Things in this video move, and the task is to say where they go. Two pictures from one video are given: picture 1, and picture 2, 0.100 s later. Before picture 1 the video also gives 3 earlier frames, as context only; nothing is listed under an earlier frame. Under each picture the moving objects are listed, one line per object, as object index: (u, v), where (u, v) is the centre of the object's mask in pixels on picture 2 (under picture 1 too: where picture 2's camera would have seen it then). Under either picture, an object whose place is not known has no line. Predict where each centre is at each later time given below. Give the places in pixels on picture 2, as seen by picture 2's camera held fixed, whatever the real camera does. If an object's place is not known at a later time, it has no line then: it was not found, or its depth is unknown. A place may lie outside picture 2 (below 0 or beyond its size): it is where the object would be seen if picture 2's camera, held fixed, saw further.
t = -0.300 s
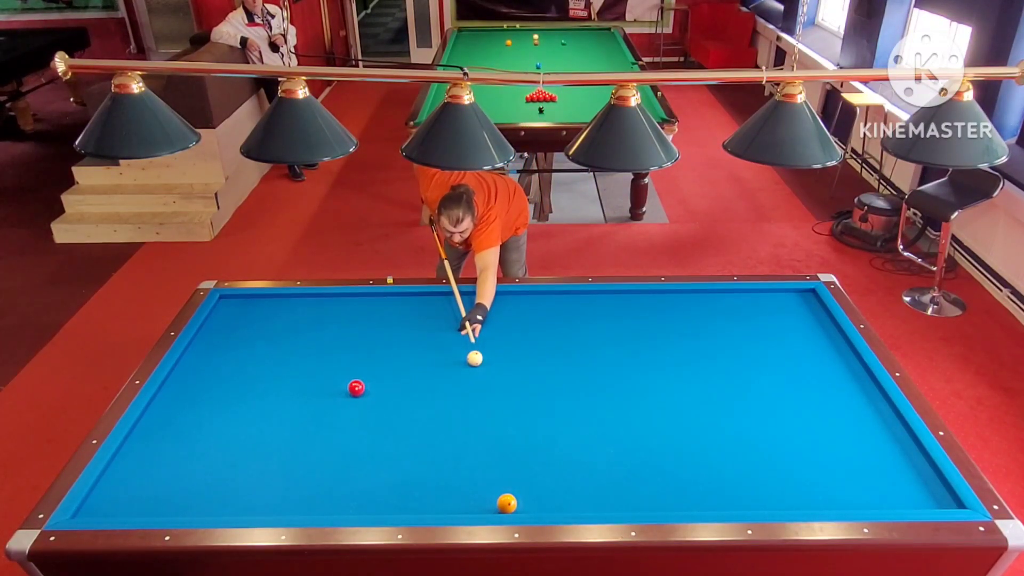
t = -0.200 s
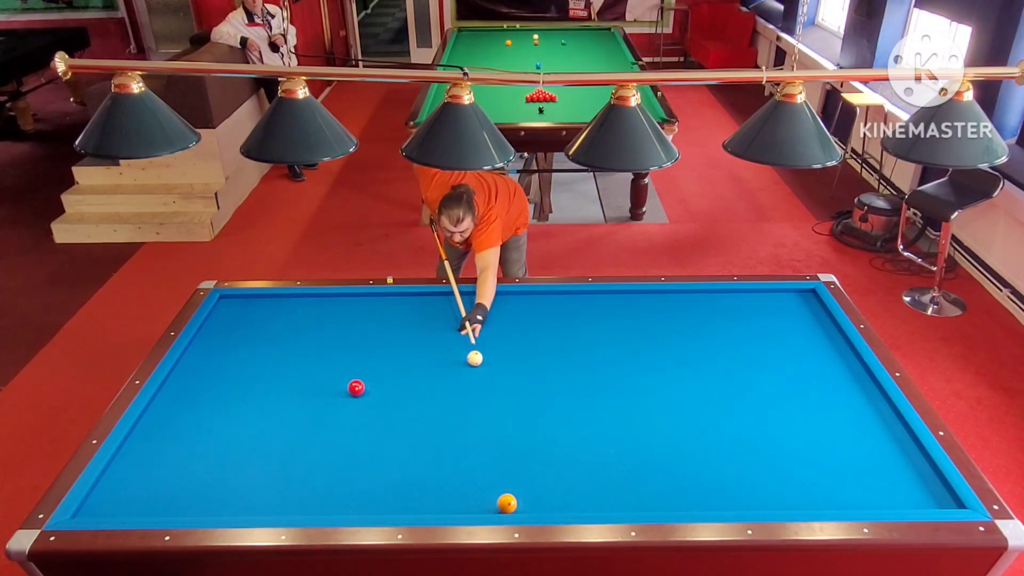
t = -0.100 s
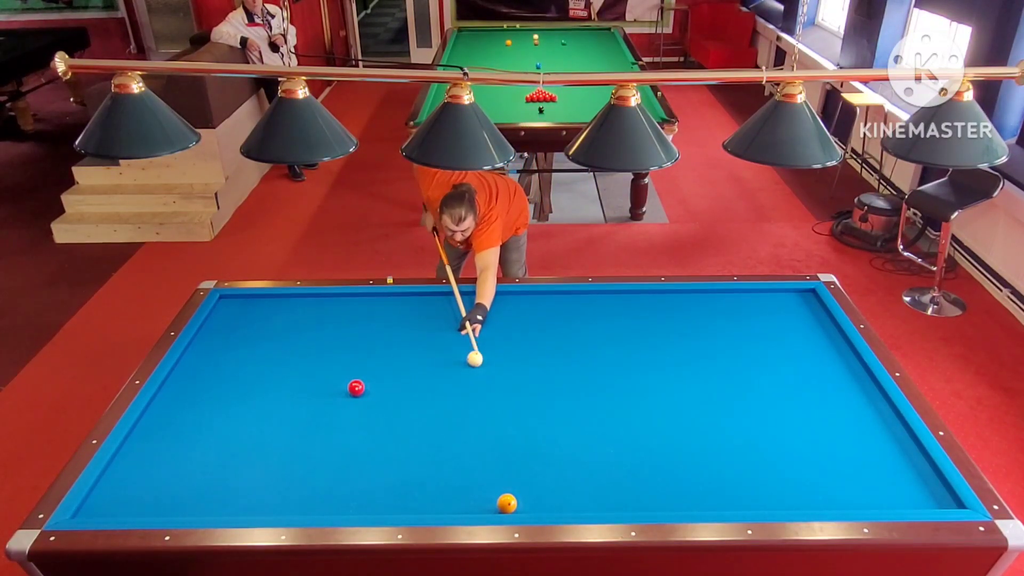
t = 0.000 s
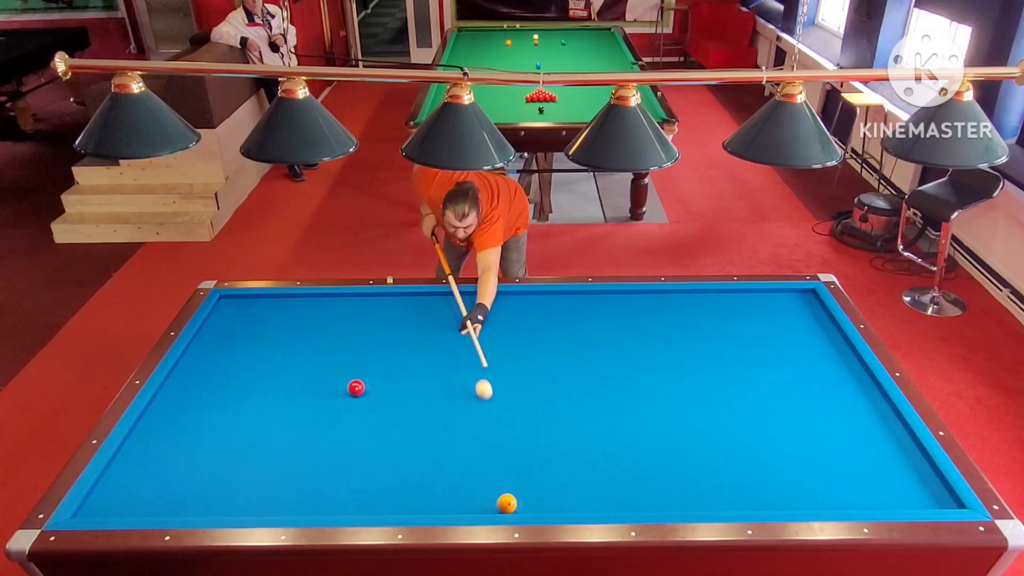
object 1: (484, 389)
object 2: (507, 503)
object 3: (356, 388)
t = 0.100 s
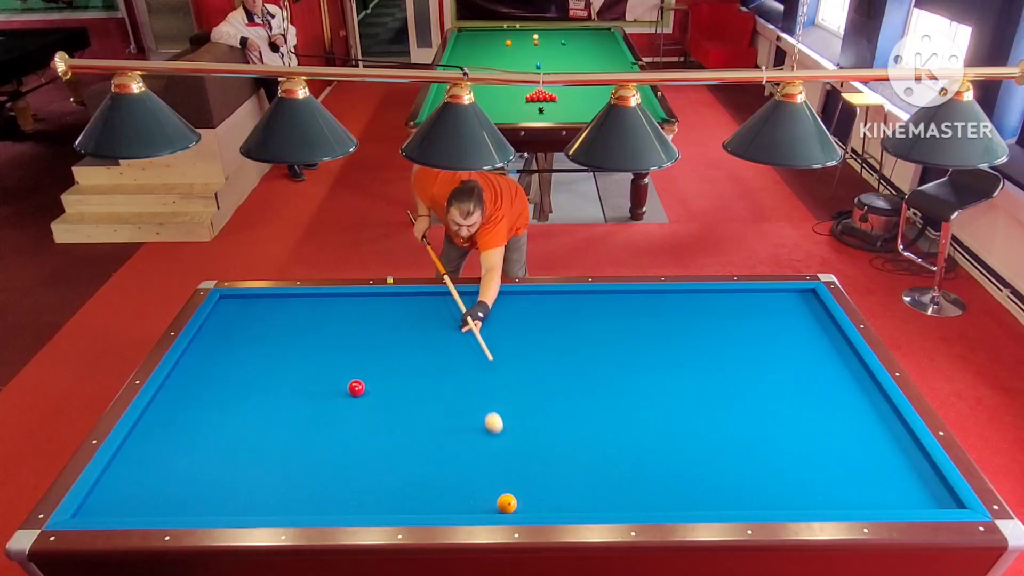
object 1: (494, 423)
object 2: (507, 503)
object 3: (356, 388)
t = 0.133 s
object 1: (497, 434)
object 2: (507, 503)
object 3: (356, 388)
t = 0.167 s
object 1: (501, 445)
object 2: (507, 503)
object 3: (356, 388)
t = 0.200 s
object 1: (505, 457)
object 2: (507, 503)
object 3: (356, 388)
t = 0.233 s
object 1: (509, 468)
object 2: (507, 503)
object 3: (356, 388)
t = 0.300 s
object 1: (518, 491)
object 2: (506, 504)
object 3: (356, 388)
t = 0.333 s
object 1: (529, 497)
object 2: (500, 505)
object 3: (356, 388)
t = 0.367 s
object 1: (540, 501)
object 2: (496, 501)
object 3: (356, 388)
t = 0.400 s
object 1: (551, 505)
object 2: (492, 495)
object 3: (356, 388)
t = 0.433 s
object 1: (562, 504)
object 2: (488, 489)
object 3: (356, 388)
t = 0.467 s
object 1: (573, 500)
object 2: (485, 485)
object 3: (356, 388)
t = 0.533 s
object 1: (594, 492)
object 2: (479, 476)
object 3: (356, 388)
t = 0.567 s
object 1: (604, 488)
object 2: (476, 472)
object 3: (356, 388)
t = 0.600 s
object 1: (614, 485)
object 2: (474, 468)
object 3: (356, 388)
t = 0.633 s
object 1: (624, 483)
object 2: (471, 464)
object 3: (356, 388)
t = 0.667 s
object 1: (634, 480)
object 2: (468, 460)
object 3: (356, 388)
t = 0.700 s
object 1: (644, 478)
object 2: (466, 456)
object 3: (356, 388)
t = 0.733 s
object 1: (653, 475)
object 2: (463, 452)
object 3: (356, 388)
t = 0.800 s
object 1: (672, 470)
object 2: (458, 445)
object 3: (356, 388)
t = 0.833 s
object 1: (682, 467)
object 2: (455, 441)
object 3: (356, 388)
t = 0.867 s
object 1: (691, 465)
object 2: (453, 437)
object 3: (356, 388)
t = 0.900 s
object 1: (700, 462)
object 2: (451, 434)
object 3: (356, 388)
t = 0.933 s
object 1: (709, 460)
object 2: (449, 430)
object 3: (356, 388)
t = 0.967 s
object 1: (718, 457)
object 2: (446, 427)
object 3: (356, 388)
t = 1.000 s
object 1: (727, 455)
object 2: (444, 423)
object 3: (356, 388)
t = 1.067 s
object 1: (744, 450)
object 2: (439, 417)
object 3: (356, 388)
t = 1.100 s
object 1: (753, 448)
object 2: (437, 414)
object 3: (356, 388)
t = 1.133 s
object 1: (762, 446)
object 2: (435, 410)
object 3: (356, 388)
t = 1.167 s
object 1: (770, 443)
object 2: (433, 407)
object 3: (356, 388)
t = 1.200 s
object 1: (779, 441)
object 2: (431, 404)
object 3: (356, 388)
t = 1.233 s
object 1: (787, 439)
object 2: (429, 401)
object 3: (356, 388)
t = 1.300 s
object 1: (804, 435)
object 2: (425, 395)
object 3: (356, 388)
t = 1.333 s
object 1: (812, 432)
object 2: (423, 392)
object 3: (356, 388)
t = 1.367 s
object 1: (820, 430)
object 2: (421, 389)
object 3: (356, 388)
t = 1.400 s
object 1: (828, 428)
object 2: (419, 386)
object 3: (356, 388)
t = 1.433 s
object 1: (836, 426)
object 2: (417, 383)
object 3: (356, 388)
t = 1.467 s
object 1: (844, 424)
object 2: (415, 381)
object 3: (356, 388)
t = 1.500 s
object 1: (852, 422)
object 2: (413, 378)
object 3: (356, 388)
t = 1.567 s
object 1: (868, 418)
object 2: (410, 372)
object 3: (356, 388)
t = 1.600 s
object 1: (875, 416)
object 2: (408, 370)
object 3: (356, 388)
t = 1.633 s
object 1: (883, 414)
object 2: (406, 367)
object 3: (356, 388)
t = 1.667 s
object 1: (890, 412)
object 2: (405, 365)
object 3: (356, 388)
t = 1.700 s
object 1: (886, 409)
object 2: (403, 362)
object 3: (356, 388)
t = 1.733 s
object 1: (877, 406)
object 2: (401, 359)
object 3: (356, 388)
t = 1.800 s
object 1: (861, 400)
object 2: (398, 354)
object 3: (356, 388)
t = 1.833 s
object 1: (853, 397)
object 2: (396, 352)
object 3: (356, 388)
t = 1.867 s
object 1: (846, 394)
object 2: (395, 350)
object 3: (356, 388)
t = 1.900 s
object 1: (841, 391)
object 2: (393, 347)
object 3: (356, 388)
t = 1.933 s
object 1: (834, 389)
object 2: (392, 345)
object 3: (356, 388)
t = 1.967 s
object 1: (828, 386)
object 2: (390, 342)
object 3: (356, 388)
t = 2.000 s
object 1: (822, 383)
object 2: (389, 340)
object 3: (356, 388)
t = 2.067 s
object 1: (811, 378)
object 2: (386, 336)
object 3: (356, 388)
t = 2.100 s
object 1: (805, 376)
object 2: (384, 333)
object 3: (356, 388)
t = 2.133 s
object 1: (799, 373)
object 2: (383, 331)
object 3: (356, 388)
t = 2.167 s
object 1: (794, 370)
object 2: (382, 329)
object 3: (356, 388)
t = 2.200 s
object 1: (788, 368)
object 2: (380, 327)
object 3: (356, 388)
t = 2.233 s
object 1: (783, 366)
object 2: (379, 325)
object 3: (356, 388)
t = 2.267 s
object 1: (778, 363)
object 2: (377, 323)
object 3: (356, 388)
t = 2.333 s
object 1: (767, 359)
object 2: (375, 319)
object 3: (356, 388)
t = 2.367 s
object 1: (762, 356)
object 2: (373, 317)
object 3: (356, 388)
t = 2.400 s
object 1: (757, 354)
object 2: (372, 315)
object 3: (356, 388)
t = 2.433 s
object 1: (752, 352)
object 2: (371, 313)
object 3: (356, 388)
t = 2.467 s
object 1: (747, 350)
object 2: (369, 311)
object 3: (356, 388)
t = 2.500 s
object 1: (742, 347)
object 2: (368, 309)
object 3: (356, 388)
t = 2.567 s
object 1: (732, 343)
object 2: (366, 305)
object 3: (356, 388)
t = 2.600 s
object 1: (727, 341)
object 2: (364, 303)
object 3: (356, 388)
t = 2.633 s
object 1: (723, 339)
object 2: (363, 302)
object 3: (356, 388)
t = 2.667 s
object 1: (718, 337)
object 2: (362, 300)
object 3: (356, 388)
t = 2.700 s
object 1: (713, 335)
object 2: (361, 298)
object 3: (356, 388)
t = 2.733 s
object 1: (709, 333)
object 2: (360, 296)
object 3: (356, 388)
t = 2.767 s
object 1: (704, 330)
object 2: (358, 297)
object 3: (356, 388)
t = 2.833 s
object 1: (696, 327)
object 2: (356, 300)
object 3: (356, 388)
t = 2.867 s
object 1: (691, 325)
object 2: (354, 301)
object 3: (356, 388)
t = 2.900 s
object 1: (687, 323)
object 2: (353, 302)
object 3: (356, 388)
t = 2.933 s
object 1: (683, 321)
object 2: (352, 303)
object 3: (356, 388)
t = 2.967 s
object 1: (678, 319)
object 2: (351, 304)
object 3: (356, 388)
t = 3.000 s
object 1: (674, 317)
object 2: (349, 305)
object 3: (356, 388)
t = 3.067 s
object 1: (666, 313)
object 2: (347, 307)
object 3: (356, 388)
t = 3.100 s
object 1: (662, 312)
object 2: (345, 308)
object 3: (356, 388)
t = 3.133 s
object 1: (658, 310)
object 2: (344, 309)
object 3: (356, 388)
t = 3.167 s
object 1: (654, 308)
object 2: (343, 309)
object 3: (356, 388)
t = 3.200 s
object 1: (650, 306)
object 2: (342, 310)
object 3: (356, 388)
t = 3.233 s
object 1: (647, 305)
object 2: (340, 311)
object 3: (356, 388)
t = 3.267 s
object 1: (643, 303)
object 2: (339, 312)
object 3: (356, 388)
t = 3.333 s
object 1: (635, 300)
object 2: (336, 314)
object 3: (356, 388)
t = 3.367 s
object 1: (631, 298)
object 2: (335, 315)
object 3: (356, 388)
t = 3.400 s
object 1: (628, 296)
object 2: (334, 316)
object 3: (356, 388)
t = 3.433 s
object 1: (624, 295)
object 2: (333, 317)
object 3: (356, 388)
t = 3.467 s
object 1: (621, 293)
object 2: (331, 318)
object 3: (356, 388)
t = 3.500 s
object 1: (618, 295)
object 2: (330, 319)
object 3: (356, 388)
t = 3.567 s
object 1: (612, 297)
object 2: (328, 321)
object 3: (356, 388)
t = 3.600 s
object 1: (609, 298)
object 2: (326, 322)
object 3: (356, 388)
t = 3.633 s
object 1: (606, 299)
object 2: (325, 323)
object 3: (356, 388)
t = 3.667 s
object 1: (603, 300)
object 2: (324, 324)
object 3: (356, 388)
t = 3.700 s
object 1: (600, 301)
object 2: (323, 325)
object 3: (356, 388)
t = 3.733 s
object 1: (597, 302)
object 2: (321, 326)
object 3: (356, 388)
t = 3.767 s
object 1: (594, 303)
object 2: (320, 326)
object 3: (356, 388)
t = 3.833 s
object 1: (588, 305)
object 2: (318, 328)
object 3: (356, 388)
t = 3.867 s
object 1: (585, 306)
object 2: (316, 329)
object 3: (356, 388)
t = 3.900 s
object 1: (582, 306)
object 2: (315, 330)
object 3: (356, 388)
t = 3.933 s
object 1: (579, 307)
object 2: (314, 331)
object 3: (356, 388)
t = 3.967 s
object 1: (576, 308)
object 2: (313, 332)
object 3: (356, 388)
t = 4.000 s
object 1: (573, 309)
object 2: (311, 333)
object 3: (356, 388)
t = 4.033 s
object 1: (570, 310)
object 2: (310, 334)
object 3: (356, 388)
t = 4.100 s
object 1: (564, 312)
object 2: (308, 335)
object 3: (356, 388)
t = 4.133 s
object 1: (561, 313)
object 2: (306, 337)
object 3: (356, 388)
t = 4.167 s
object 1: (558, 314)
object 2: (305, 337)
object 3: (356, 388)
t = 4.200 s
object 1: (555, 315)
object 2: (304, 338)
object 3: (356, 388)
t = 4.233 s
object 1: (552, 316)
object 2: (303, 339)
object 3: (356, 388)
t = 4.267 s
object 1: (549, 317)
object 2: (301, 340)
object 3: (356, 388)
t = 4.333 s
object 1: (543, 319)
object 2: (299, 342)
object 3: (356, 388)
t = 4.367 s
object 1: (540, 320)
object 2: (298, 343)
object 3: (356, 388)
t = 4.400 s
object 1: (537, 321)
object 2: (296, 344)
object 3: (356, 388)
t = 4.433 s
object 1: (534, 322)
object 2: (295, 344)
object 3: (356, 388)
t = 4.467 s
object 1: (531, 323)
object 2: (294, 345)
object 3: (356, 388)
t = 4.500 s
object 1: (528, 324)
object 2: (293, 346)
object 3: (356, 388)
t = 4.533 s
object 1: (525, 326)
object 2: (291, 347)
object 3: (356, 388)
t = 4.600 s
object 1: (519, 328)
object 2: (289, 349)
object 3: (356, 388)
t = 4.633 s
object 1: (515, 329)
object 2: (288, 350)
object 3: (356, 388)
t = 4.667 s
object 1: (512, 329)
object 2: (286, 351)
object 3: (356, 388)
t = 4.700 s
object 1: (509, 331)
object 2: (285, 352)
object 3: (356, 388)
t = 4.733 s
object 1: (506, 332)
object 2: (284, 353)
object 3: (356, 388)
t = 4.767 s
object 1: (503, 333)
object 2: (283, 353)
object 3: (356, 388)
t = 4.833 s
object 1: (497, 335)
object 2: (280, 355)
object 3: (356, 388)
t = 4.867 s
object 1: (494, 336)
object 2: (279, 356)
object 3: (356, 388)
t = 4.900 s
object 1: (491, 337)
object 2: (278, 357)
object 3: (356, 388)
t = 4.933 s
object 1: (488, 338)
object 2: (277, 358)
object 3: (356, 388)
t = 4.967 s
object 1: (485, 339)
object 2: (276, 358)
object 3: (356, 388)
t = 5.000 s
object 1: (482, 340)
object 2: (274, 359)
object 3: (356, 388)
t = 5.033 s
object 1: (479, 341)
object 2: (273, 360)
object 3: (356, 388)
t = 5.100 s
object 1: (473, 343)
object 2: (271, 362)
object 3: (356, 388)
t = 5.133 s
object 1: (469, 344)
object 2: (270, 363)
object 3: (356, 388)
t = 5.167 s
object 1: (466, 345)
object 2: (269, 364)
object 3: (356, 388)
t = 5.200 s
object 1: (463, 346)
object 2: (268, 364)
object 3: (356, 388)
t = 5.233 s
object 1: (460, 347)
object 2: (266, 365)
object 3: (356, 388)
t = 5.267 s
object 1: (457, 348)
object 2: (265, 366)
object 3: (356, 388)
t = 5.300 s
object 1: (454, 349)
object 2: (264, 367)
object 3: (356, 388)
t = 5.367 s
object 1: (448, 351)
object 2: (262, 368)
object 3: (356, 388)
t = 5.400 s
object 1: (445, 352)
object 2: (261, 370)
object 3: (356, 388)
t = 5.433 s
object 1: (442, 353)
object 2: (260, 370)
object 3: (356, 388)
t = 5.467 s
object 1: (439, 354)
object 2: (259, 371)
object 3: (356, 388)
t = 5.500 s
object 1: (436, 356)
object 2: (257, 372)
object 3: (356, 388)
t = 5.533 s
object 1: (433, 357)
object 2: (256, 373)
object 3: (356, 388)
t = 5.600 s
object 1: (426, 359)
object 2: (254, 374)
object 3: (356, 388)
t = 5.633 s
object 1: (423, 360)
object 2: (253, 375)
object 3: (356, 388)
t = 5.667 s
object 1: (420, 361)
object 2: (252, 376)
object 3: (356, 388)
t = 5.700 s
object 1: (417, 362)
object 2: (251, 377)
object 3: (356, 388)
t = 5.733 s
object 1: (414, 363)
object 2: (250, 377)
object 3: (356, 388)
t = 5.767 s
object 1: (411, 364)
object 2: (248, 378)
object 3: (356, 388)
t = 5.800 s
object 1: (408, 365)
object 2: (248, 379)
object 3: (356, 388)
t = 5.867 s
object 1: (402, 367)
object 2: (245, 381)
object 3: (356, 388)
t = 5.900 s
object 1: (399, 368)
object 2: (244, 381)
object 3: (356, 388)
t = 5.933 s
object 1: (396, 369)
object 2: (243, 382)
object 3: (356, 388)
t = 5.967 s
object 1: (392, 370)
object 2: (242, 383)
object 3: (356, 388)
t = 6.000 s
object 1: (389, 371)
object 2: (241, 383)
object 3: (356, 388)
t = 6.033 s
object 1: (386, 372)
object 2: (240, 384)
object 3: (356, 388)
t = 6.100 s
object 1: (380, 374)
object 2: (238, 386)
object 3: (356, 388)
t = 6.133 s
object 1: (377, 376)
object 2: (237, 386)
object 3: (356, 388)
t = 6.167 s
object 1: (374, 377)
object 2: (236, 387)
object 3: (356, 388)
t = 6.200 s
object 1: (371, 377)
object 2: (235, 388)
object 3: (356, 388)
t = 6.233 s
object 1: (368, 378)
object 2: (234, 389)
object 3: (356, 388)
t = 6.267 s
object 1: (366, 379)
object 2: (233, 389)
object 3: (355, 388)
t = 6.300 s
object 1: (365, 379)
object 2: (232, 390)
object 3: (353, 390)
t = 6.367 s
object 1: (362, 379)
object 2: (230, 391)
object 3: (351, 391)
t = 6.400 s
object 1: (360, 379)
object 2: (229, 392)
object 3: (349, 392)
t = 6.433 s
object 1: (359, 379)
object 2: (228, 393)
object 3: (348, 393)
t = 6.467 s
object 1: (357, 379)
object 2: (228, 393)
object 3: (347, 394)
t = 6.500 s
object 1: (356, 379)
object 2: (227, 394)
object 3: (345, 395)
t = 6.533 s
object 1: (354, 379)
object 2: (226, 395)
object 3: (344, 396)
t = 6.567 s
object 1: (353, 379)
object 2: (225, 395)
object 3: (342, 397)
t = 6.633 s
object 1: (350, 379)
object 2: (223, 397)
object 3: (340, 399)
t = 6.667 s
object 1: (349, 379)
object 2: (222, 397)
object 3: (338, 400)
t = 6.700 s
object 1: (348, 379)
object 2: (221, 398)
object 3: (337, 400)
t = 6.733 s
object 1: (346, 379)
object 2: (220, 399)
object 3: (336, 401)
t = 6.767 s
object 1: (345, 379)
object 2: (219, 399)
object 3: (334, 402)
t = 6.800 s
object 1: (344, 379)
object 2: (219, 400)
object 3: (333, 403)
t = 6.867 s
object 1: (341, 378)
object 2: (217, 401)
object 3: (330, 405)
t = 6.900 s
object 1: (340, 378)
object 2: (216, 402)
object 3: (329, 406)
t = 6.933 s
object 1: (339, 378)
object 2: (215, 402)
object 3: (328, 407)
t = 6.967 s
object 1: (338, 378)
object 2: (214, 403)
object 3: (327, 407)
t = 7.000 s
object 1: (336, 378)
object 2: (214, 403)
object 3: (325, 408)
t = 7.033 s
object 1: (335, 378)
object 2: (213, 404)
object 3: (324, 409)
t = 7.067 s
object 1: (334, 378)
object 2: (212, 404)
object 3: (323, 410)
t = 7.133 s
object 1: (332, 378)
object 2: (210, 406)
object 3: (320, 412)
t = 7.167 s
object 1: (330, 378)
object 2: (210, 406)
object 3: (319, 413)
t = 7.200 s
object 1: (329, 378)
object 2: (209, 407)
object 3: (317, 413)
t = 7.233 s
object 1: (328, 378)
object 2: (208, 407)
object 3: (316, 414)
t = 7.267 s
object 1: (327, 378)
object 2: (207, 408)
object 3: (315, 415)
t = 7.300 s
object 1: (326, 378)
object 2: (207, 408)
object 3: (314, 416)
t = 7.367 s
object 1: (324, 378)
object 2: (205, 409)
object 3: (311, 417)
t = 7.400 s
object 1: (322, 378)
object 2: (205, 410)
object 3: (310, 418)
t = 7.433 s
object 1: (321, 378)
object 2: (204, 411)
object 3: (309, 419)
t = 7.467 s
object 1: (320, 378)
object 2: (203, 411)
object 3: (308, 420)
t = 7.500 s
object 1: (319, 378)
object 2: (202, 412)
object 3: (306, 421)
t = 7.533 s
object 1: (318, 378)
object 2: (202, 412)
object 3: (305, 422)
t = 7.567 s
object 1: (317, 378)
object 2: (201, 412)
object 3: (304, 422)
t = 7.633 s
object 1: (315, 378)
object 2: (200, 413)
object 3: (302, 424)
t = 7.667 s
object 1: (314, 377)
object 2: (199, 414)
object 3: (300, 424)
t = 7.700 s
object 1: (313, 378)
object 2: (199, 414)
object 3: (299, 425)
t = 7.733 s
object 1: (312, 378)
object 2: (198, 415)
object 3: (298, 426)
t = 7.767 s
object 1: (311, 378)
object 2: (197, 415)
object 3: (297, 427)
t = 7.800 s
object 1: (310, 378)
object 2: (197, 416)
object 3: (296, 428)
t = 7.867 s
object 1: (308, 377)
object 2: (195, 416)
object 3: (294, 429)
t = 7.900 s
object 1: (307, 378)
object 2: (195, 417)
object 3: (292, 430)
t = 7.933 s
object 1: (306, 378)
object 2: (194, 417)
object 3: (291, 430)
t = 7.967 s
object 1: (306, 377)
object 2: (194, 418)
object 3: (290, 431)
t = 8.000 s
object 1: (305, 377)
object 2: (193, 418)
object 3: (289, 432)
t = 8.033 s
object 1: (304, 377)
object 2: (192, 418)
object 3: (288, 432)
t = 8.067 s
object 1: (303, 378)
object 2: (192, 419)
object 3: (287, 433)
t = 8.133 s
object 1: (301, 377)
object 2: (191, 419)
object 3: (285, 434)
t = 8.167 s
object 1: (300, 378)
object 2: (190, 420)
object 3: (284, 435)
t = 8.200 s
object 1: (300, 378)
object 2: (190, 420)
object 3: (283, 436)
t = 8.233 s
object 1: (299, 378)
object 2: (189, 420)
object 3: (282, 437)
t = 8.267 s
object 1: (298, 378)
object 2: (189, 421)
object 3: (281, 437)
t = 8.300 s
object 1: (297, 377)
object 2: (188, 421)
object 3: (280, 438)
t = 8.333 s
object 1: (296, 378)
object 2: (188, 421)
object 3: (279, 438)
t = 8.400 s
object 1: (295, 377)
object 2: (187, 422)
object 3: (277, 440)
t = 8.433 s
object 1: (294, 377)
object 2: (187, 422)
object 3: (276, 440)
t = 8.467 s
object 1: (294, 377)
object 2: (186, 423)
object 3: (275, 441)
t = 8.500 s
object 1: (293, 377)
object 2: (186, 423)
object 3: (274, 441)
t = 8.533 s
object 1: (292, 377)
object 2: (185, 423)
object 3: (273, 442)
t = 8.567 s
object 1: (291, 377)
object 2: (185, 423)
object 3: (272, 443)
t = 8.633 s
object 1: (290, 377)
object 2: (184, 424)
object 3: (270, 444)
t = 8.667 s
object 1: (289, 377)
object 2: (184, 424)
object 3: (269, 445)
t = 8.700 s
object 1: (289, 377)
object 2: (184, 424)
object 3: (268, 445)
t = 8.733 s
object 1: (288, 377)
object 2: (183, 424)
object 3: (268, 446)
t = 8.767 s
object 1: (288, 377)
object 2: (183, 425)
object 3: (267, 446)
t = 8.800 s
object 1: (287, 377)
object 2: (183, 425)
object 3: (266, 447)
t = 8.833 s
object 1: (286, 377)
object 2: (182, 425)
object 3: (265, 447)
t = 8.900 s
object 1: (285, 377)
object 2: (182, 425)
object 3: (263, 448)
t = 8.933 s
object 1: (285, 377)
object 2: (182, 426)
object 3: (262, 449)
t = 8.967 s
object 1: (284, 377)
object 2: (181, 426)
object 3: (261, 450)
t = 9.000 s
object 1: (284, 377)
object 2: (181, 426)
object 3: (261, 450)
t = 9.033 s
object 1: (283, 377)
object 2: (181, 426)
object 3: (260, 451)
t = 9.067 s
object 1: (283, 377)
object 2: (181, 426)
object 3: (259, 451)
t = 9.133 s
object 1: (282, 377)
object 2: (180, 426)
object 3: (257, 452)
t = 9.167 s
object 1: (281, 377)
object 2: (180, 426)
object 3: (257, 453)
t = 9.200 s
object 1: (281, 377)
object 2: (180, 427)
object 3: (256, 453)
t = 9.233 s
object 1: (280, 376)
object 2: (180, 427)
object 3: (255, 453)
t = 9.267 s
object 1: (280, 377)
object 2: (180, 427)
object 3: (255, 454)
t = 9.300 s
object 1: (279, 377)
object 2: (180, 427)
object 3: (254, 454)
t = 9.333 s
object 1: (279, 377)
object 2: (179, 427)
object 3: (253, 455)
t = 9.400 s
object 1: (278, 377)
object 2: (179, 427)
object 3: (252, 456)
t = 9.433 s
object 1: (278, 377)
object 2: (179, 427)
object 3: (251, 456)
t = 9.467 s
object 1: (278, 376)
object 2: (179, 427)
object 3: (250, 456)
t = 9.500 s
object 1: (277, 376)
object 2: (179, 427)
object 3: (250, 457)
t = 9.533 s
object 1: (277, 377)
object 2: (179, 427)
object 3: (249, 457)
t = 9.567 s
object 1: (276, 376)
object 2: (179, 427)
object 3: (248, 458)
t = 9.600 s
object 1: (276, 376)
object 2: (179, 427)
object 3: (248, 458)
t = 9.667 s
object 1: (275, 376)
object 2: (179, 427)
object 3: (246, 459)
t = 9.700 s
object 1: (275, 376)
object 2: (179, 427)
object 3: (246, 459)
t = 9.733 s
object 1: (275, 376)
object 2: (179, 427)
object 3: (245, 459)
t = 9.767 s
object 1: (275, 376)
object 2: (179, 427)
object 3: (245, 460)
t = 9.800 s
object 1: (274, 376)
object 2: (179, 427)
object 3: (244, 460)
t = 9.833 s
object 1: (274, 376)
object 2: (179, 427)
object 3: (243, 460)
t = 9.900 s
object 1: (274, 376)
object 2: (179, 427)
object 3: (242, 461)
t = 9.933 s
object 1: (273, 376)
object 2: (179, 427)
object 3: (242, 461)
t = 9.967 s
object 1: (273, 376)
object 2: (179, 427)
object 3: (241, 462)
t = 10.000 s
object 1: (273, 376)
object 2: (179, 427)
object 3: (241, 462)
